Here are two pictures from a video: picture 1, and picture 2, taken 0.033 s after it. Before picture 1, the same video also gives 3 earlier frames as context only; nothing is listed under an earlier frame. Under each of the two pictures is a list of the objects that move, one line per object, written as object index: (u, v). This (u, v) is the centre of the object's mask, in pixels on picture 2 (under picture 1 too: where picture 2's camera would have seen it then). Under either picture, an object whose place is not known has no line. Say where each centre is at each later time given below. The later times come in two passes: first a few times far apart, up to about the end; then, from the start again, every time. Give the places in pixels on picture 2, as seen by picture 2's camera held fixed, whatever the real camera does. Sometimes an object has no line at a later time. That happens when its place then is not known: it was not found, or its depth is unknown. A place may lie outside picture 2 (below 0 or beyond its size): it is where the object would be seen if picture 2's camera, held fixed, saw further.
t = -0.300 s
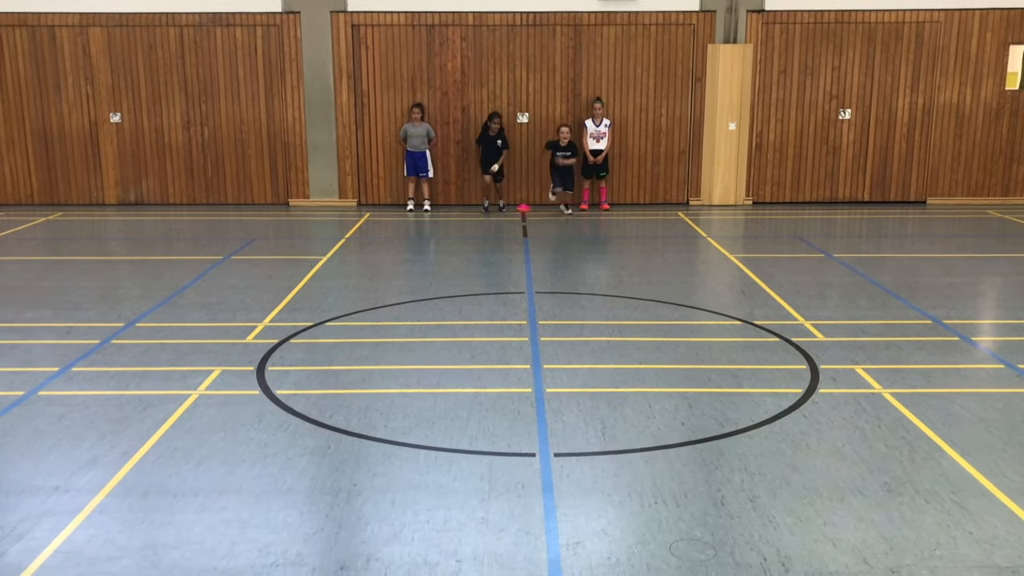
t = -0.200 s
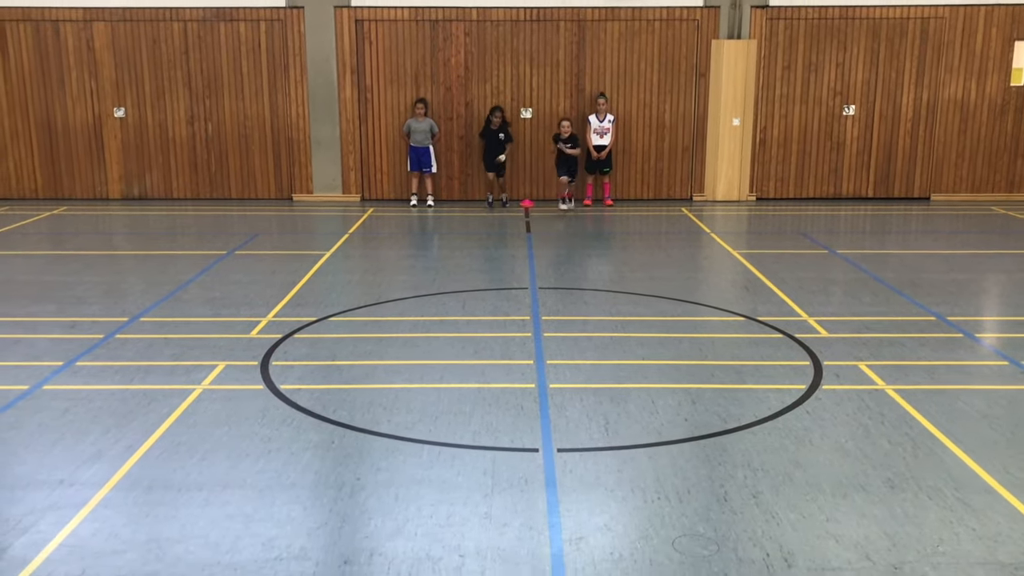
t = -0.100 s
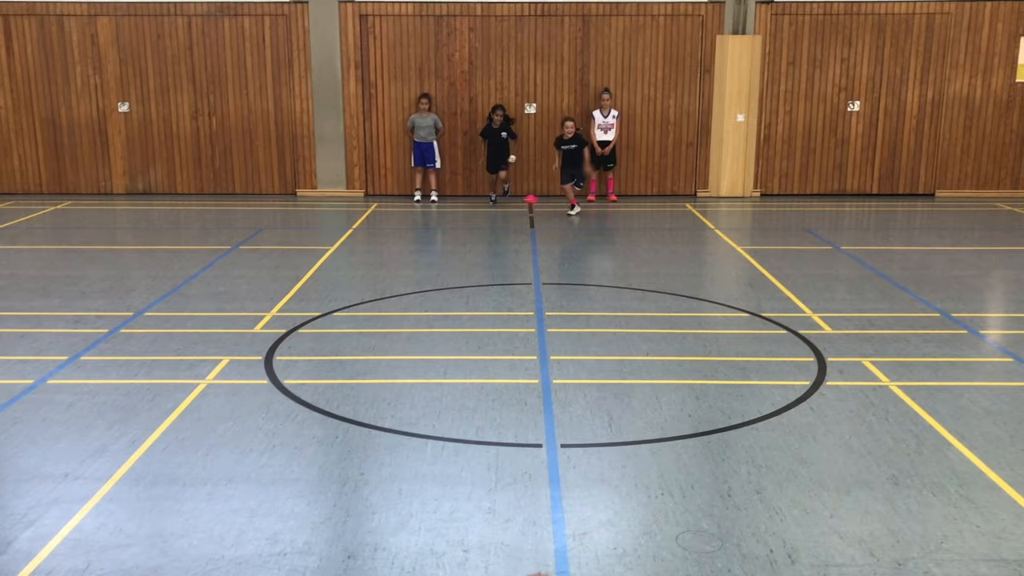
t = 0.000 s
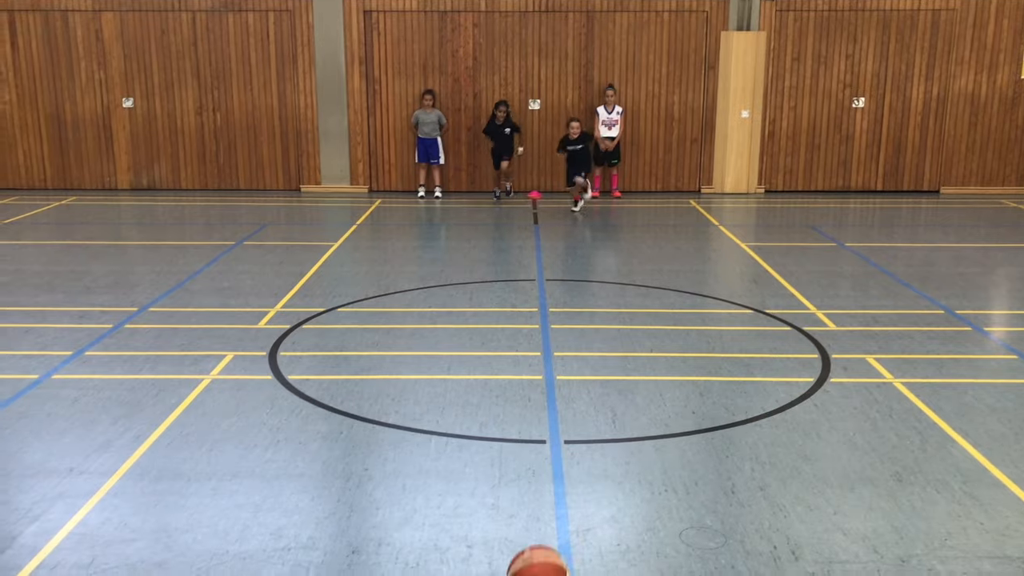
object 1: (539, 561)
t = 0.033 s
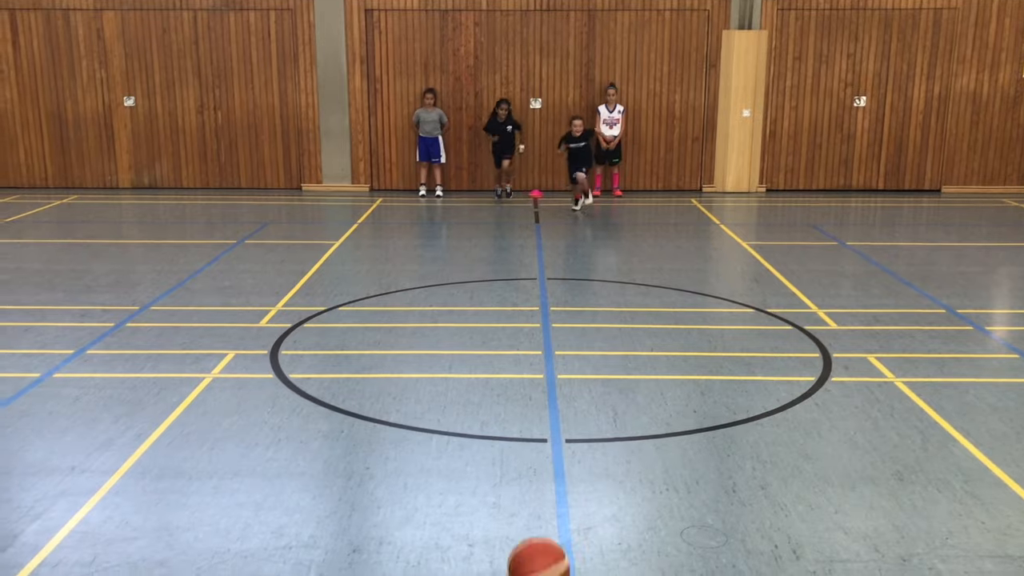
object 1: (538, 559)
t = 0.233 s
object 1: (532, 525)
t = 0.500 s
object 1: (527, 476)
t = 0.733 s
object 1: (523, 443)
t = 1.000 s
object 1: (520, 411)
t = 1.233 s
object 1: (517, 387)
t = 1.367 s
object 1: (517, 374)
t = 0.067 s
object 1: (537, 555)
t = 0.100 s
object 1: (536, 551)
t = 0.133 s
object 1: (535, 546)
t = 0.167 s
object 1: (535, 538)
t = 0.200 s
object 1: (533, 531)
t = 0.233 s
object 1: (532, 525)
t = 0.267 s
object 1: (531, 518)
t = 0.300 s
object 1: (531, 511)
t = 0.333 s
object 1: (530, 506)
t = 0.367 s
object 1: (529, 499)
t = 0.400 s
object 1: (528, 493)
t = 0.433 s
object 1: (528, 487)
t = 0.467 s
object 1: (527, 482)
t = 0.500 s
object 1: (527, 476)
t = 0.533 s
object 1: (526, 471)
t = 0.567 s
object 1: (525, 466)
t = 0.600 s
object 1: (525, 461)
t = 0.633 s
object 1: (524, 456)
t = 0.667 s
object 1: (524, 452)
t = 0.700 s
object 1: (523, 447)
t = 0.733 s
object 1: (523, 443)
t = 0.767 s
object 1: (522, 439)
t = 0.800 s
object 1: (521, 434)
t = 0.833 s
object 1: (521, 430)
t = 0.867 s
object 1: (521, 426)
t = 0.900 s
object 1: (521, 422)
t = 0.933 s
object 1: (520, 418)
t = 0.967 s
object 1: (520, 414)
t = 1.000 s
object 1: (520, 411)
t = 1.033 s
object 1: (519, 407)
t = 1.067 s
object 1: (519, 403)
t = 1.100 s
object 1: (519, 401)
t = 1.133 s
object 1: (518, 397)
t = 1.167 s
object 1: (518, 393)
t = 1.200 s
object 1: (517, 390)
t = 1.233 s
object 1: (517, 387)
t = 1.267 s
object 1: (517, 384)
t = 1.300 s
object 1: (517, 381)
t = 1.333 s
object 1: (517, 378)
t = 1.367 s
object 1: (517, 374)
